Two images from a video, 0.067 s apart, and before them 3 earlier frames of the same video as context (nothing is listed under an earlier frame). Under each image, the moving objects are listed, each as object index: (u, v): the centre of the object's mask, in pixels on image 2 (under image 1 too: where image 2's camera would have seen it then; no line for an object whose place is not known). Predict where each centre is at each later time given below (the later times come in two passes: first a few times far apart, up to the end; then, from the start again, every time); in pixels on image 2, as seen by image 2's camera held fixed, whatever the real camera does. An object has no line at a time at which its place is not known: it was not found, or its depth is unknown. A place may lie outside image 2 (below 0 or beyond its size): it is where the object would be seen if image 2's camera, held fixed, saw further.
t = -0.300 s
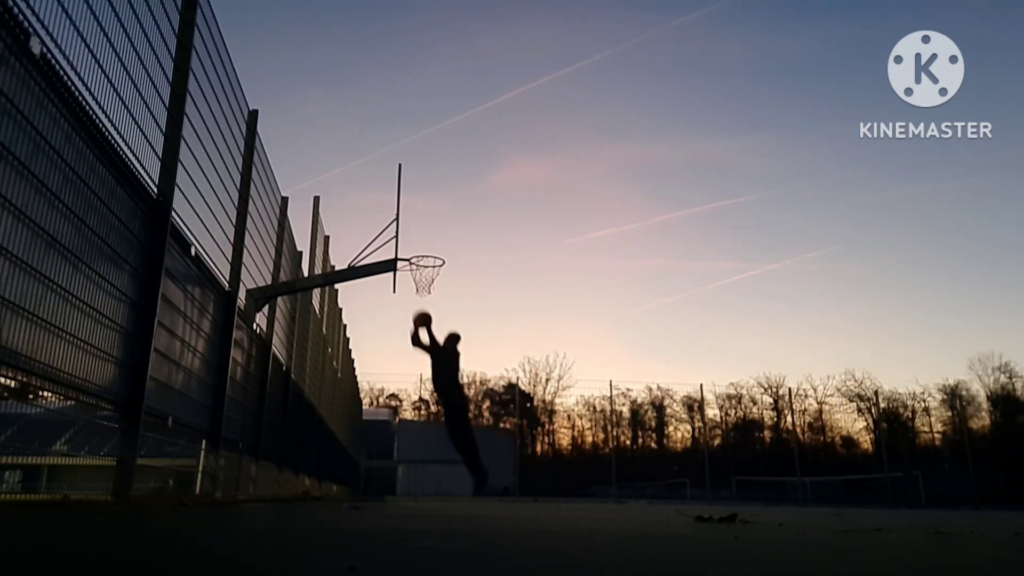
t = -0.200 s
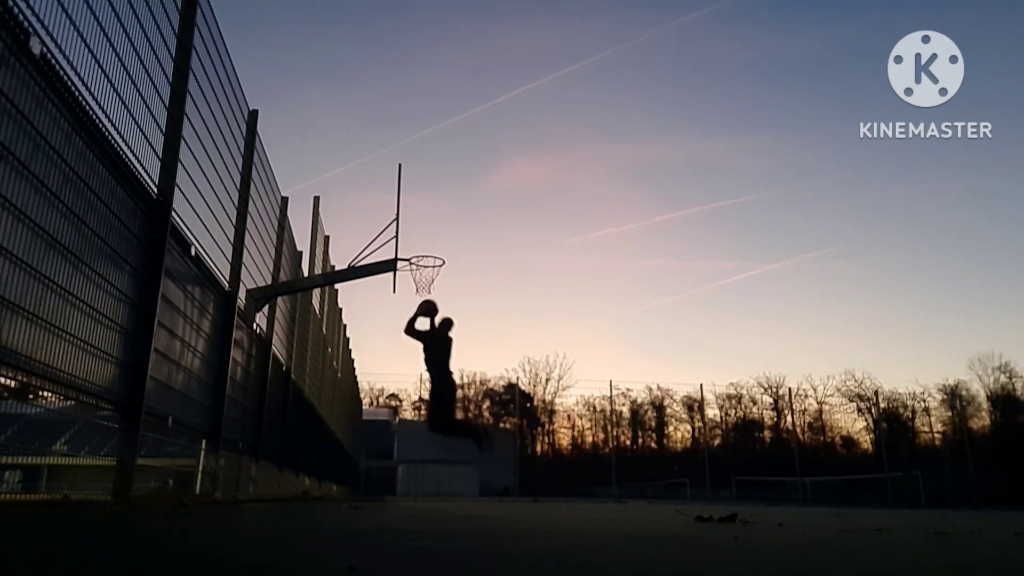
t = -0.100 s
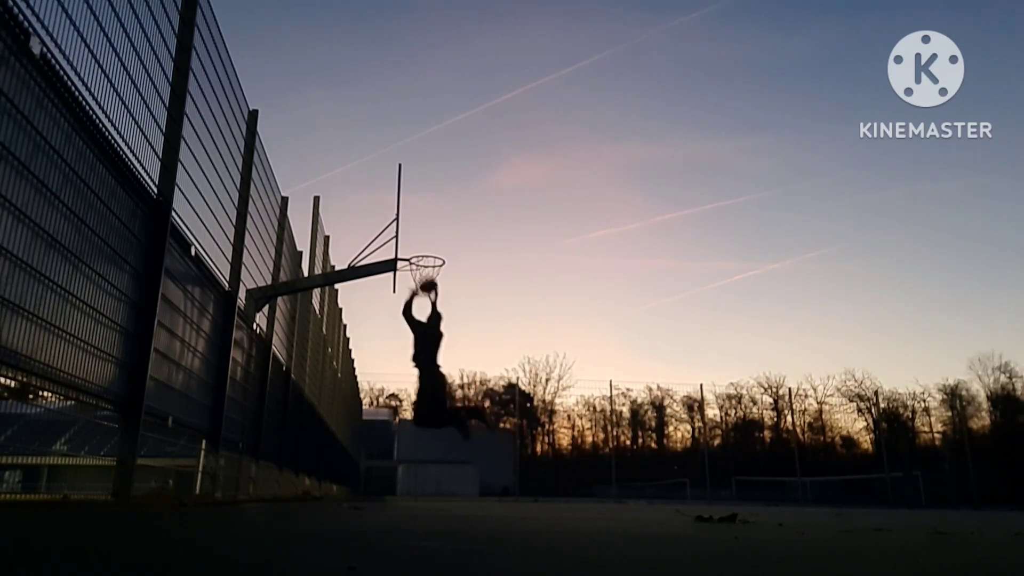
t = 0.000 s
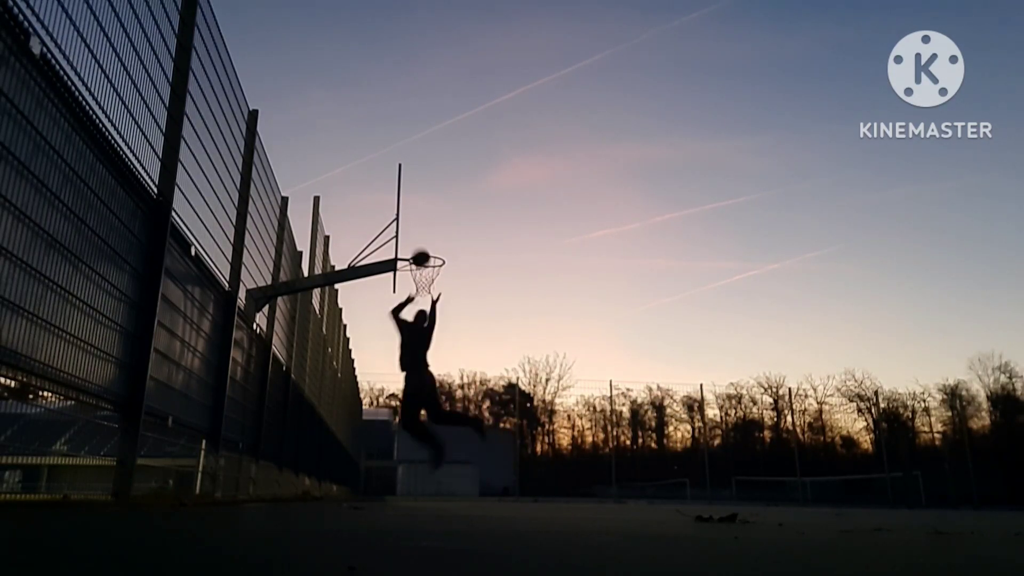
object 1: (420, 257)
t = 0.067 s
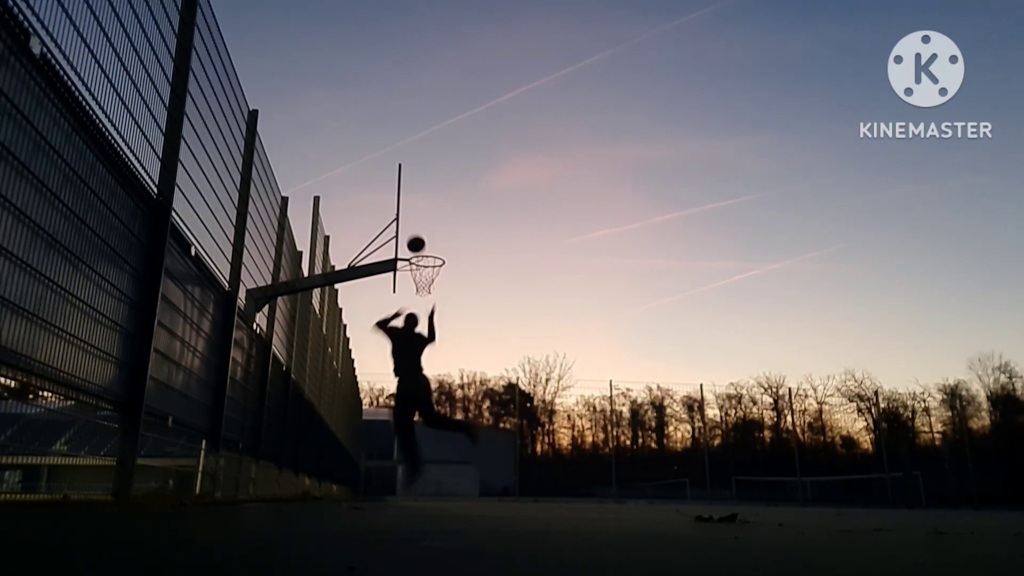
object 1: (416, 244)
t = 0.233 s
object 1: (410, 227)
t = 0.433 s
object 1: (422, 239)
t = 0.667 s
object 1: (429, 276)
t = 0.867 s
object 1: (421, 296)
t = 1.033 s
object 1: (411, 329)
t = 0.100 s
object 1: (413, 238)
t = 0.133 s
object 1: (411, 234)
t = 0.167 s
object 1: (409, 230)
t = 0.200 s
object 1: (408, 228)
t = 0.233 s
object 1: (410, 227)
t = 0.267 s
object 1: (412, 227)
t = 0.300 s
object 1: (414, 228)
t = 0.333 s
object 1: (416, 229)
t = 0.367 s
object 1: (419, 232)
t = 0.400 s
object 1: (420, 235)
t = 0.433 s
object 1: (422, 239)
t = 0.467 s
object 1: (424, 243)
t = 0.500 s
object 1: (426, 248)
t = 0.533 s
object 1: (428, 254)
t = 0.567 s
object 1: (430, 261)
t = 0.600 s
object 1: (430, 267)
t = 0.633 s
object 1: (429, 271)
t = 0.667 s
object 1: (429, 276)
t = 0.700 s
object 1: (428, 281)
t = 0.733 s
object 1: (427, 284)
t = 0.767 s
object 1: (426, 286)
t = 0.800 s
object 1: (424, 288)
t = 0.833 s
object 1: (423, 292)
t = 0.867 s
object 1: (421, 296)
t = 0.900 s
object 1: (419, 301)
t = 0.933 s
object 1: (417, 306)
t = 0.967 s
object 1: (415, 313)
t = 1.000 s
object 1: (413, 321)
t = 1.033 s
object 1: (411, 329)
